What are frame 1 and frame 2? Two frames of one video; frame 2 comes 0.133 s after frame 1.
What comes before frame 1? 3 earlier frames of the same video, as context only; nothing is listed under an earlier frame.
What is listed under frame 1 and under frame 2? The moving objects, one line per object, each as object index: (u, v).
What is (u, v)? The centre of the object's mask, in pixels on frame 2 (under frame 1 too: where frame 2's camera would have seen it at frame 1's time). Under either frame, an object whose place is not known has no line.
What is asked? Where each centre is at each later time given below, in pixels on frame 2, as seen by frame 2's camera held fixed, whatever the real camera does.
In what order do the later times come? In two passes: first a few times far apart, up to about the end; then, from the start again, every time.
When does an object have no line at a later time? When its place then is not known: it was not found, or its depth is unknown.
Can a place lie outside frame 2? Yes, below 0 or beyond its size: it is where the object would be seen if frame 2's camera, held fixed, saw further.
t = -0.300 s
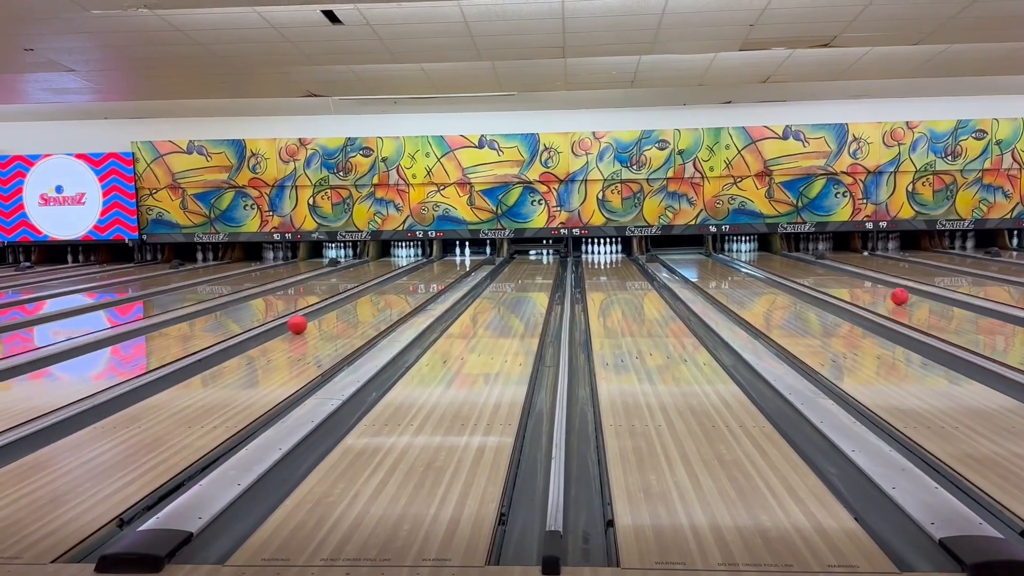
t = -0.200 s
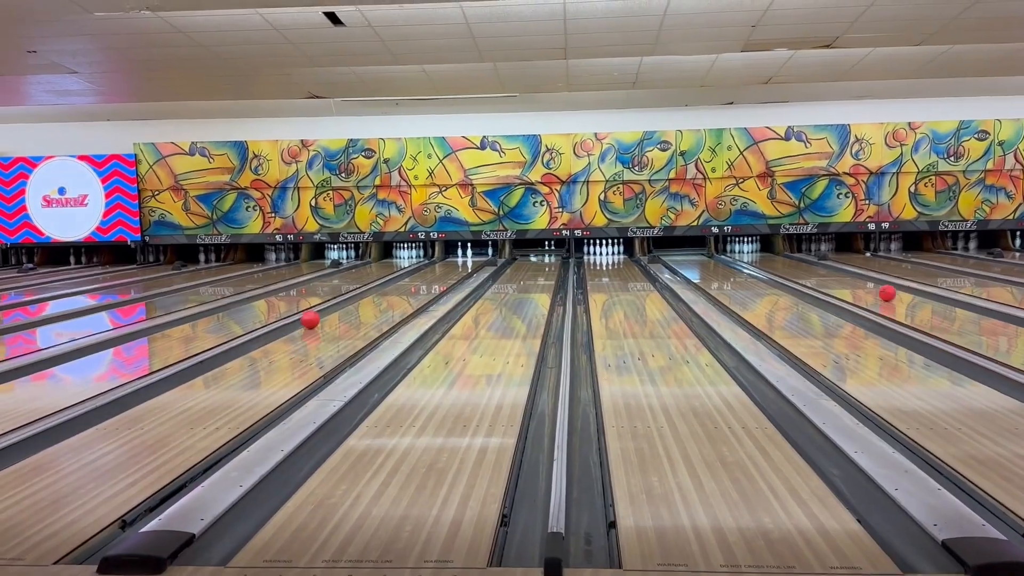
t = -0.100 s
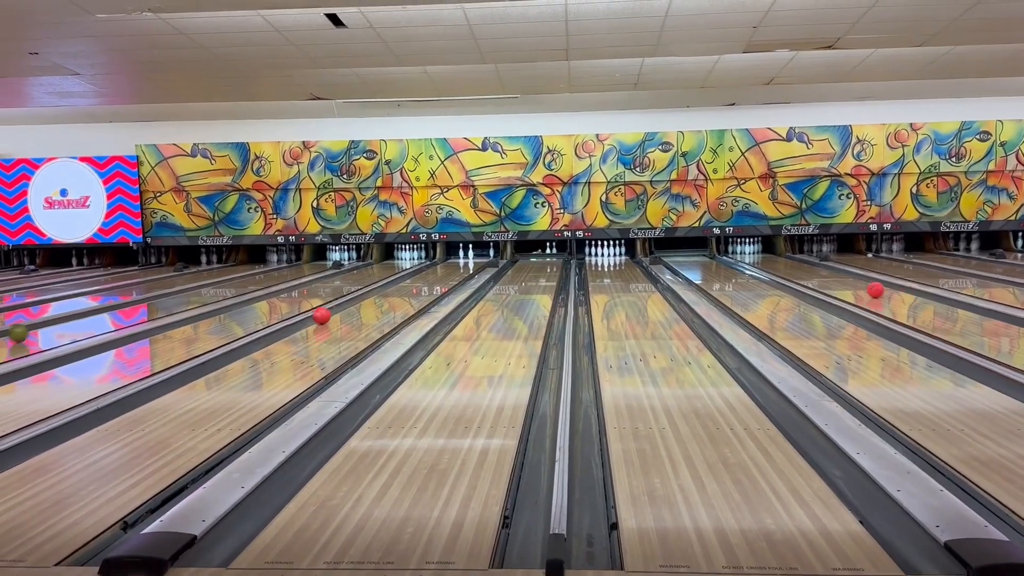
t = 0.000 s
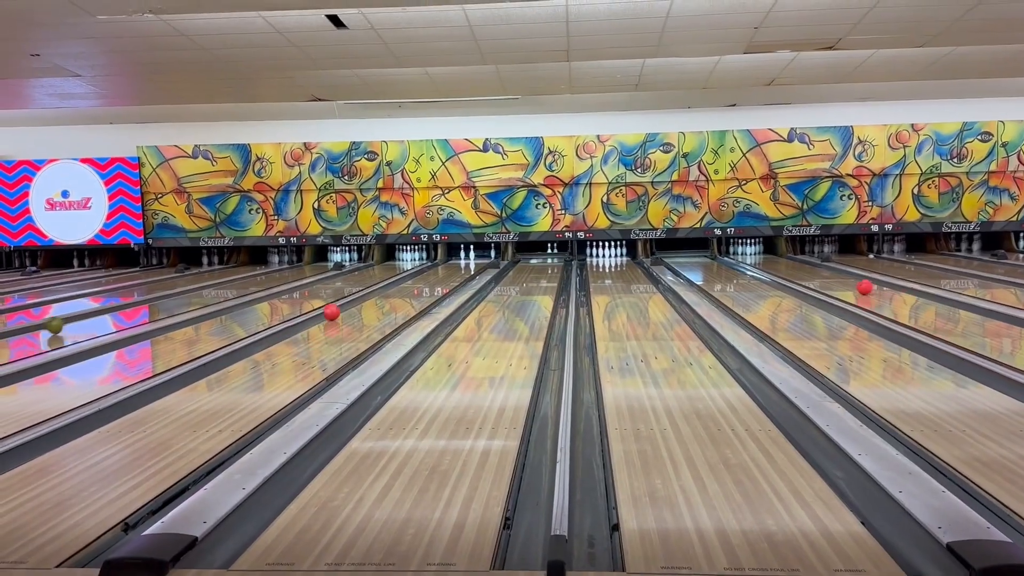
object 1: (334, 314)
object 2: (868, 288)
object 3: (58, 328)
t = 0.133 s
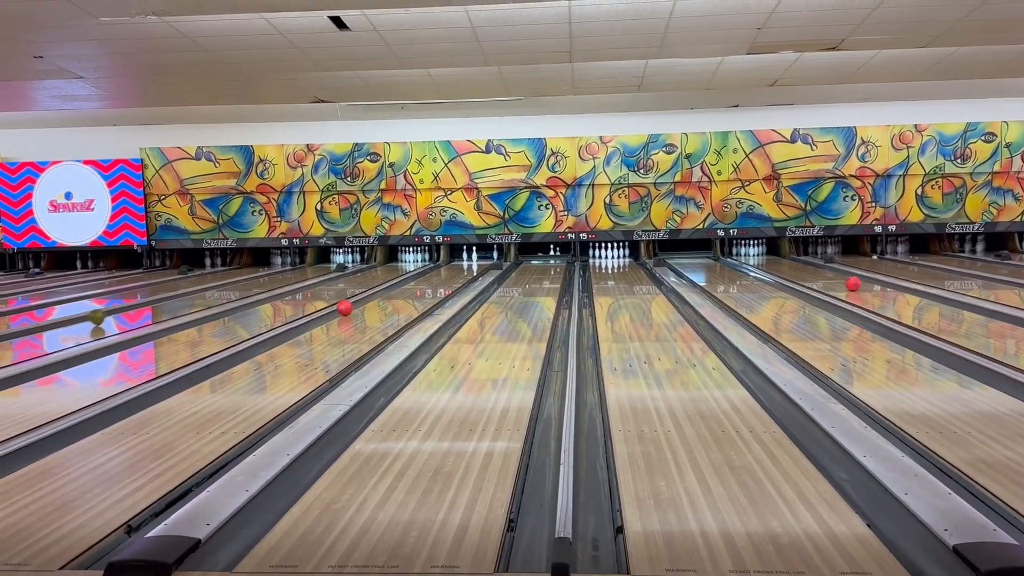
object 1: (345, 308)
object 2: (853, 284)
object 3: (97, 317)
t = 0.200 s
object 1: (350, 305)
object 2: (846, 282)
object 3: (114, 313)
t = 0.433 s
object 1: (366, 297)
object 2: (825, 275)
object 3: (167, 301)
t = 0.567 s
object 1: (372, 296)
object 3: (193, 294)
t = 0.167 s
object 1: (347, 306)
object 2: (850, 283)
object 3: (106, 315)
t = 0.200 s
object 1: (350, 305)
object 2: (846, 282)
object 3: (114, 313)
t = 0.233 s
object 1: (352, 304)
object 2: (843, 281)
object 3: (122, 312)
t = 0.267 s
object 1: (355, 303)
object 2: (839, 280)
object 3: (130, 310)
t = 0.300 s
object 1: (357, 301)
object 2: (837, 279)
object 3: (138, 307)
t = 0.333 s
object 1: (359, 300)
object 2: (834, 278)
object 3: (145, 306)
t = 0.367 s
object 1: (362, 299)
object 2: (831, 277)
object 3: (153, 304)
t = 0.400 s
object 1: (364, 298)
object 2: (828, 276)
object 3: (160, 302)
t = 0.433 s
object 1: (366, 297)
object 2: (825, 275)
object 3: (167, 301)
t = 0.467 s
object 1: (368, 296)
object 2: (822, 274)
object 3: (173, 299)
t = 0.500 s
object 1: (370, 296)
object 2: (820, 274)
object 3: (179, 297)
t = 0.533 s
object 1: (371, 295)
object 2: (818, 273)
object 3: (186, 296)
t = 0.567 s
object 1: (372, 296)
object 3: (193, 294)
